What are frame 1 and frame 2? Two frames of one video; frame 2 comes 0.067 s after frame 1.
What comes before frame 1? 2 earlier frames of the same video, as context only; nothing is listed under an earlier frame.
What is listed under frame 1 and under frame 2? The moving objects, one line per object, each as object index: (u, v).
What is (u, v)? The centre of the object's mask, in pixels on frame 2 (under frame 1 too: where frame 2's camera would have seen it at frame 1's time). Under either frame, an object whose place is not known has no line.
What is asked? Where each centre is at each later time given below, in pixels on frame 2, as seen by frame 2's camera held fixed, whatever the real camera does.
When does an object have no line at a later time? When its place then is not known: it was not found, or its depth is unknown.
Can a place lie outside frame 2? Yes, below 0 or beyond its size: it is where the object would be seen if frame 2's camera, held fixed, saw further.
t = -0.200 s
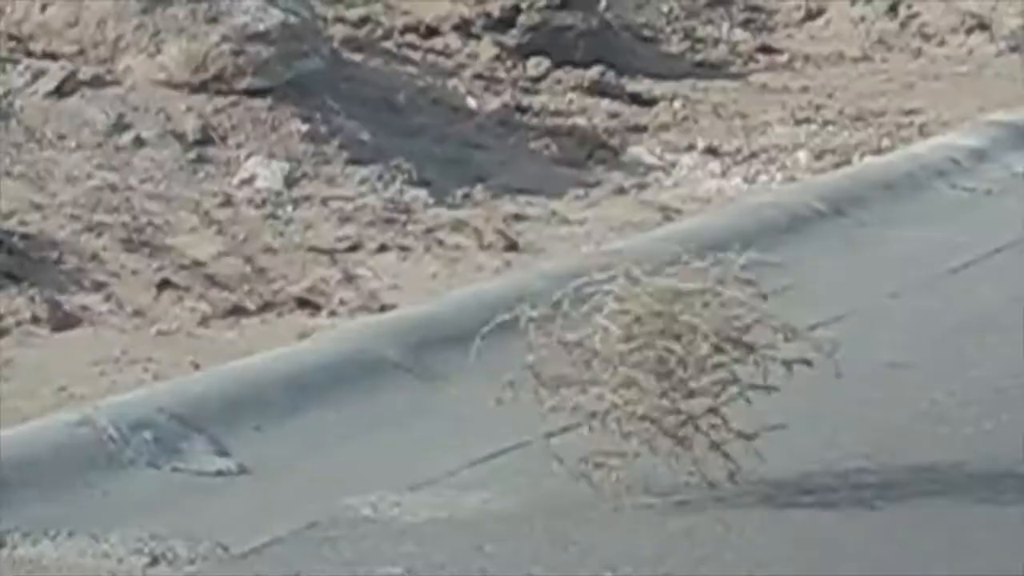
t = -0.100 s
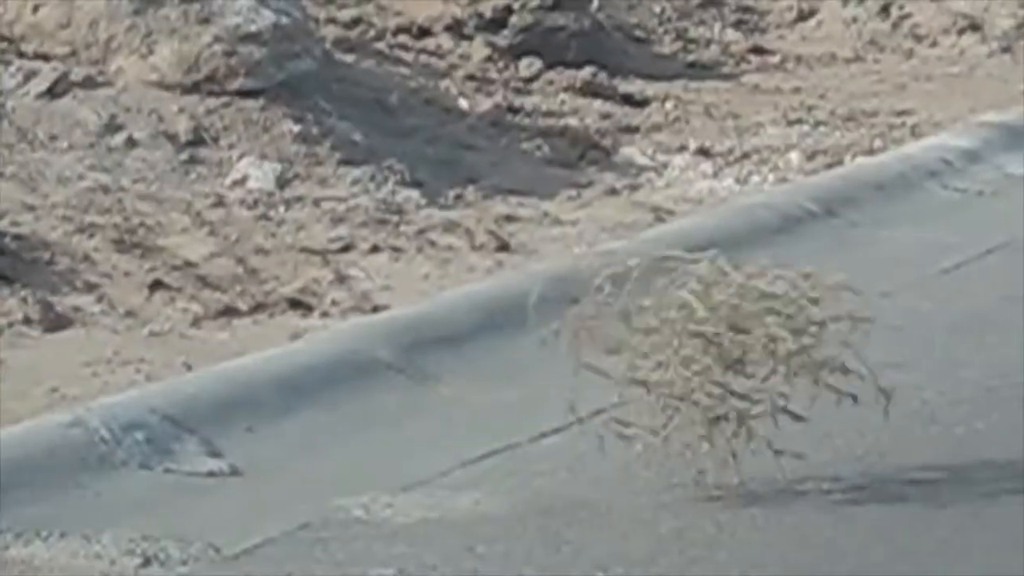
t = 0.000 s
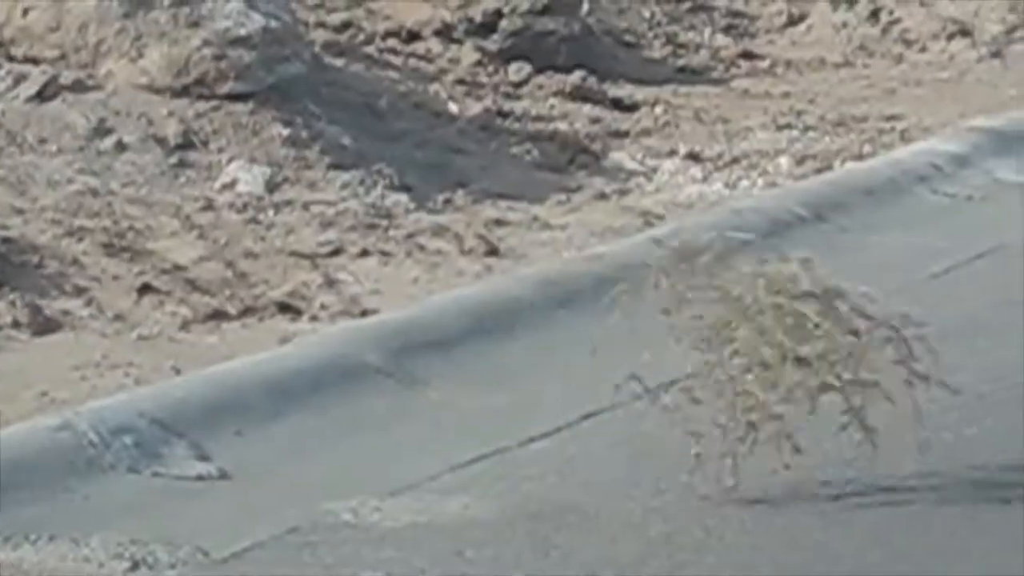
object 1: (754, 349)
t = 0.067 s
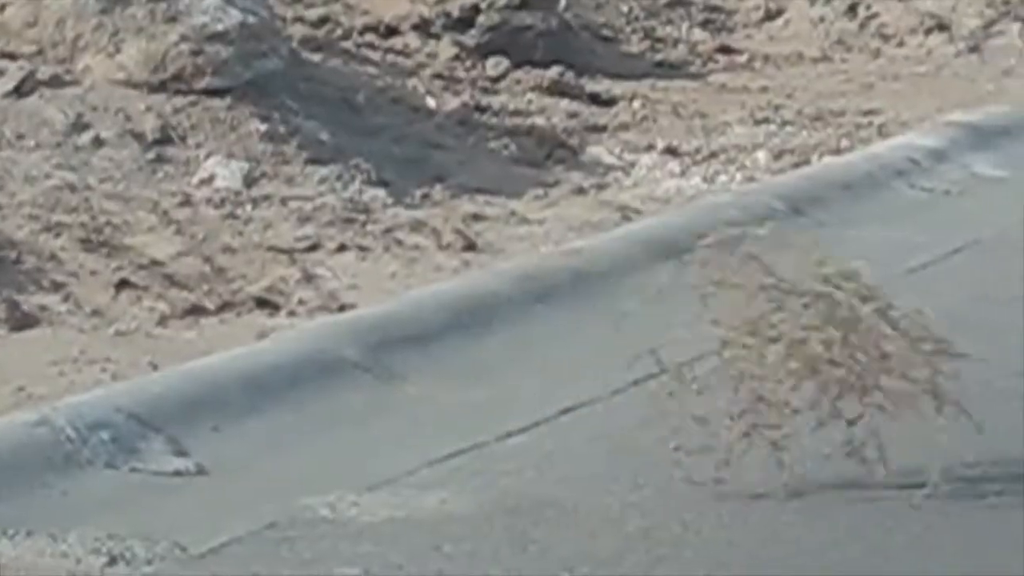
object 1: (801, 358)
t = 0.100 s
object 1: (828, 369)
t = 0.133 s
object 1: (850, 368)
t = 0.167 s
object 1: (874, 355)
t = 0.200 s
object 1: (903, 356)
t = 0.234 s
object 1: (937, 338)
